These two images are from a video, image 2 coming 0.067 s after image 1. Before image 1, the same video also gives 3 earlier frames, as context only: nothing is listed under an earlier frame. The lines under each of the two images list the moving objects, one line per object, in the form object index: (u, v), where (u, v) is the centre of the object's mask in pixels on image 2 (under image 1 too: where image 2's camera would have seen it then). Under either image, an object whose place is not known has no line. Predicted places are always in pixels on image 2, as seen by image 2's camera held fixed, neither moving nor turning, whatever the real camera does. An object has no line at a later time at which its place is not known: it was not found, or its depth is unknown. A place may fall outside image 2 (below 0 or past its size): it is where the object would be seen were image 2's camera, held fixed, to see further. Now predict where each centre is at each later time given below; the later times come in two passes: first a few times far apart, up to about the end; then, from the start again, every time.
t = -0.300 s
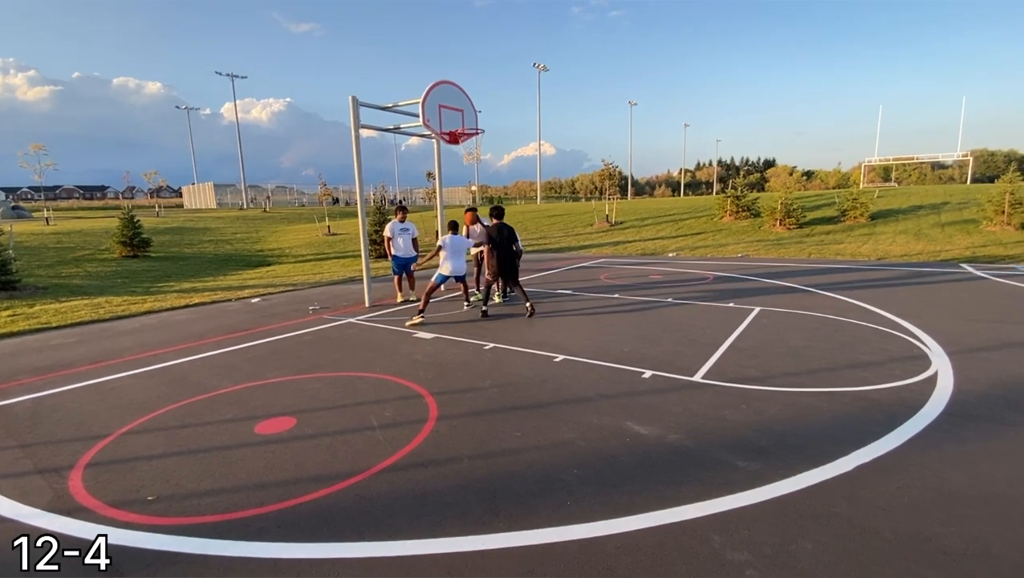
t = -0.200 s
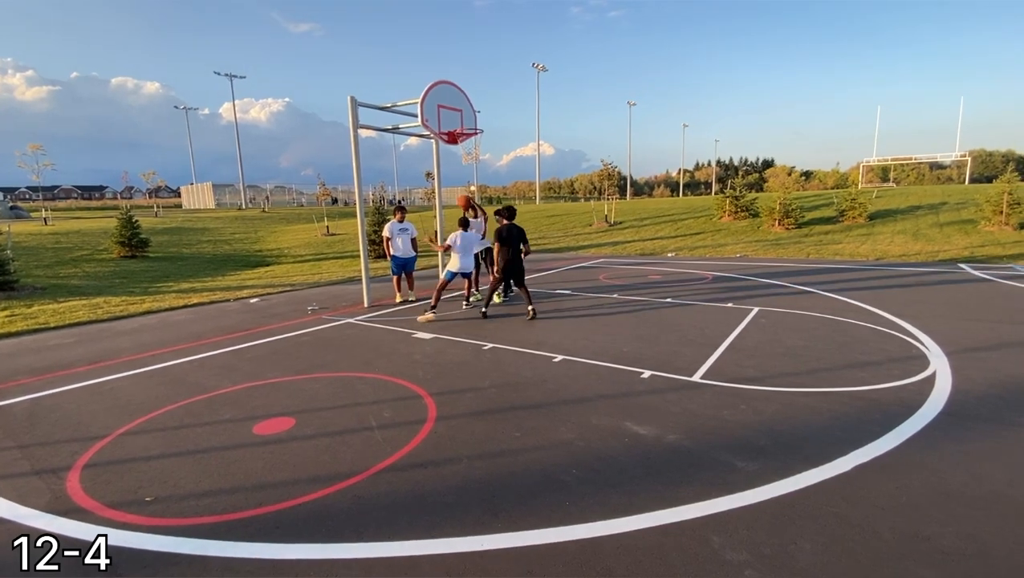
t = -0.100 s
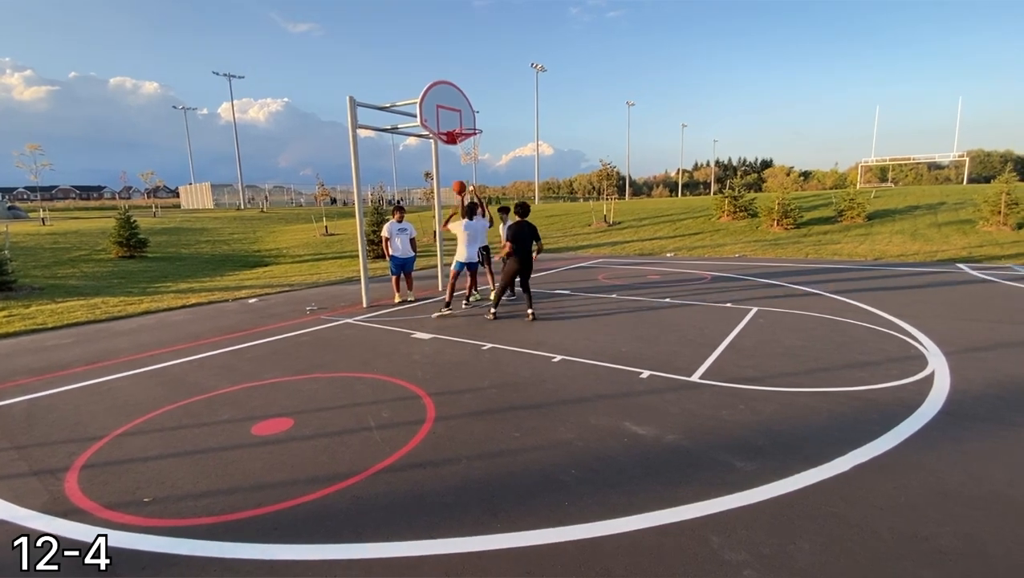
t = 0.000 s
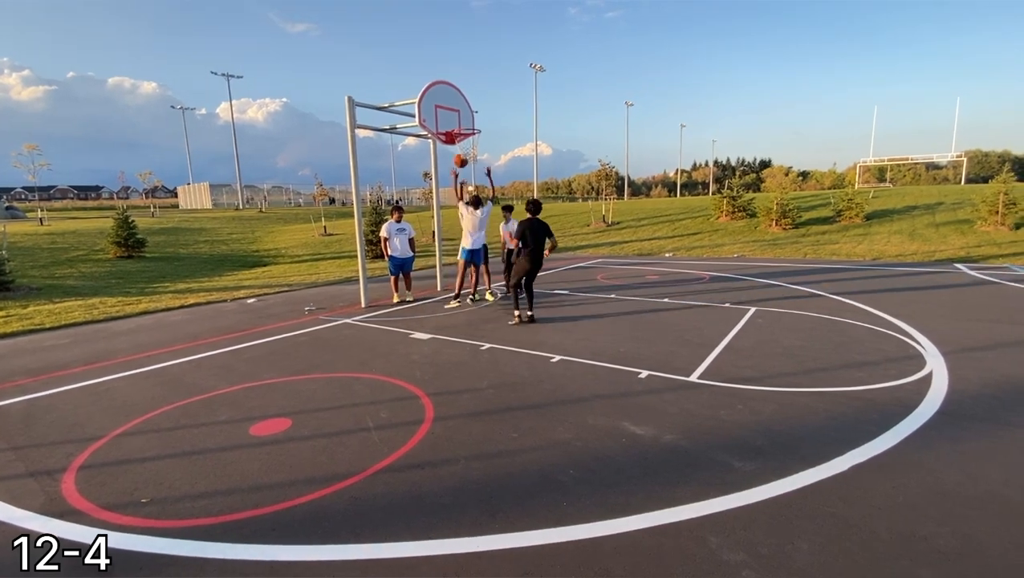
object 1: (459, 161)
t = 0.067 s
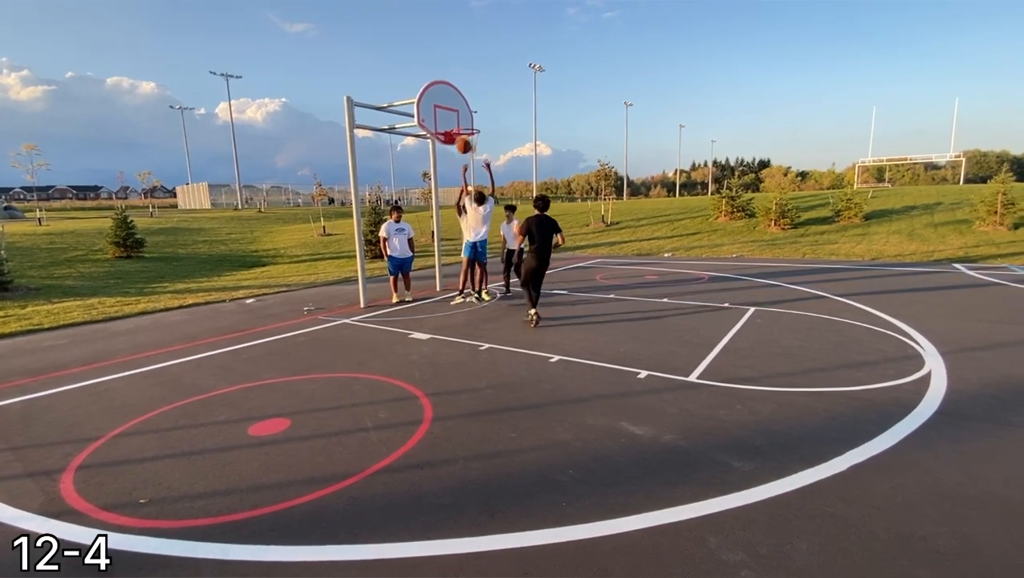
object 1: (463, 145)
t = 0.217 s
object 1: (473, 122)
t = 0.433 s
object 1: (491, 112)
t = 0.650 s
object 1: (514, 139)
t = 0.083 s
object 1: (464, 142)
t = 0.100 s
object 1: (465, 139)
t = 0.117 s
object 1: (466, 136)
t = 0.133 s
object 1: (467, 134)
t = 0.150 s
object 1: (469, 131)
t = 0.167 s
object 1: (470, 128)
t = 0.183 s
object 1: (471, 126)
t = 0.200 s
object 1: (472, 124)
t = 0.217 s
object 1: (473, 122)
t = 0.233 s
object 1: (474, 120)
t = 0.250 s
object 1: (476, 118)
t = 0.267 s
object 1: (477, 117)
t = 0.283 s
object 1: (478, 116)
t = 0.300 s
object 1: (479, 114)
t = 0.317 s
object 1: (481, 113)
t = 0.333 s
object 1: (482, 113)
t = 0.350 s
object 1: (483, 112)
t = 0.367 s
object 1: (485, 112)
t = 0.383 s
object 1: (486, 111)
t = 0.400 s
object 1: (488, 111)
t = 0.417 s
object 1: (489, 112)
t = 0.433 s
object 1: (491, 112)
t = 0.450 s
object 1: (492, 113)
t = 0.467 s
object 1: (494, 114)
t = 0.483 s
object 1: (495, 115)
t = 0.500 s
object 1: (497, 116)
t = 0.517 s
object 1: (499, 118)
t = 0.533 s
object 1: (501, 119)
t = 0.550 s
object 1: (502, 122)
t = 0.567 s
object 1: (504, 124)
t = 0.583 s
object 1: (506, 126)
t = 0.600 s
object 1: (508, 129)
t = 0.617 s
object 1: (510, 132)
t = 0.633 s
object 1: (512, 136)
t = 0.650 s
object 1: (514, 139)
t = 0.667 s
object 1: (516, 143)
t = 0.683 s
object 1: (518, 147)
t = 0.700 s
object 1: (520, 152)
